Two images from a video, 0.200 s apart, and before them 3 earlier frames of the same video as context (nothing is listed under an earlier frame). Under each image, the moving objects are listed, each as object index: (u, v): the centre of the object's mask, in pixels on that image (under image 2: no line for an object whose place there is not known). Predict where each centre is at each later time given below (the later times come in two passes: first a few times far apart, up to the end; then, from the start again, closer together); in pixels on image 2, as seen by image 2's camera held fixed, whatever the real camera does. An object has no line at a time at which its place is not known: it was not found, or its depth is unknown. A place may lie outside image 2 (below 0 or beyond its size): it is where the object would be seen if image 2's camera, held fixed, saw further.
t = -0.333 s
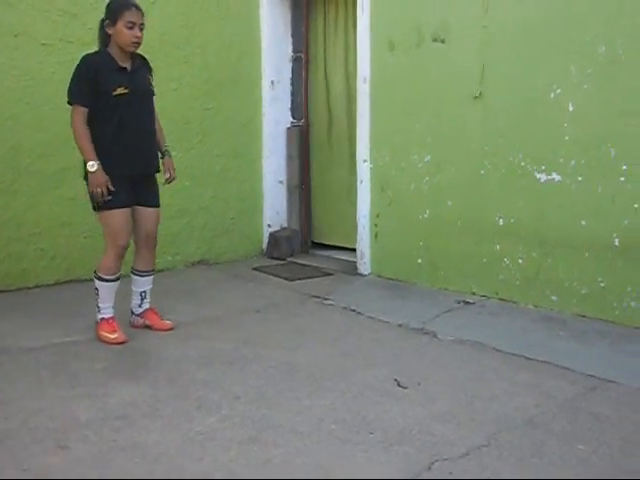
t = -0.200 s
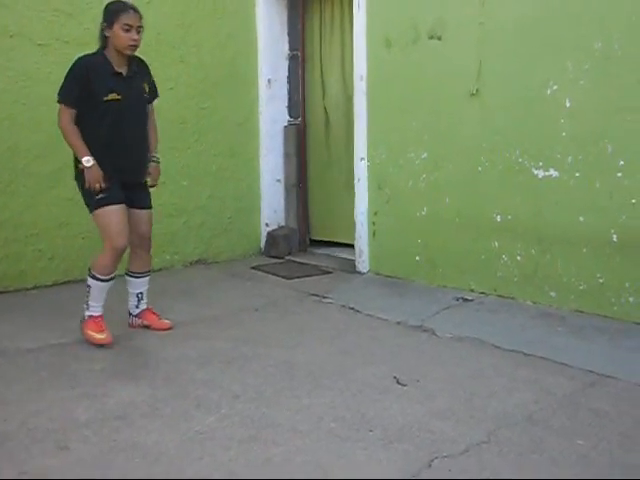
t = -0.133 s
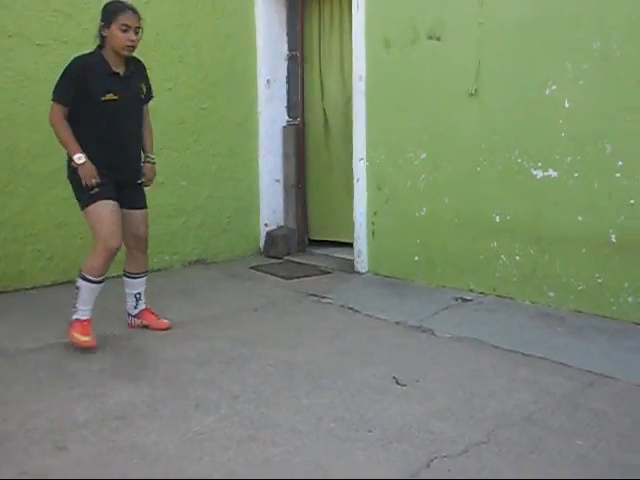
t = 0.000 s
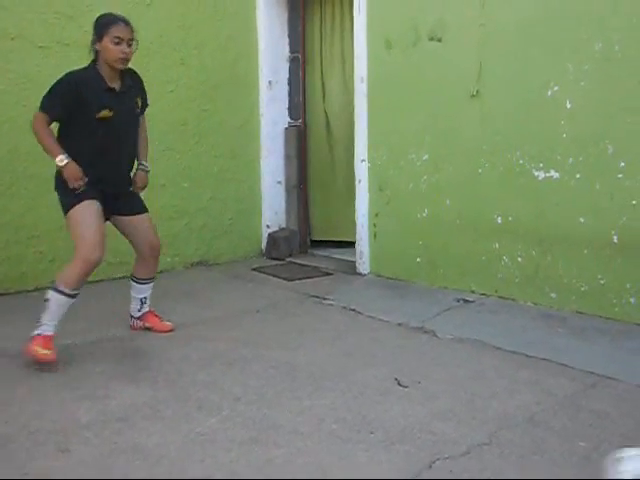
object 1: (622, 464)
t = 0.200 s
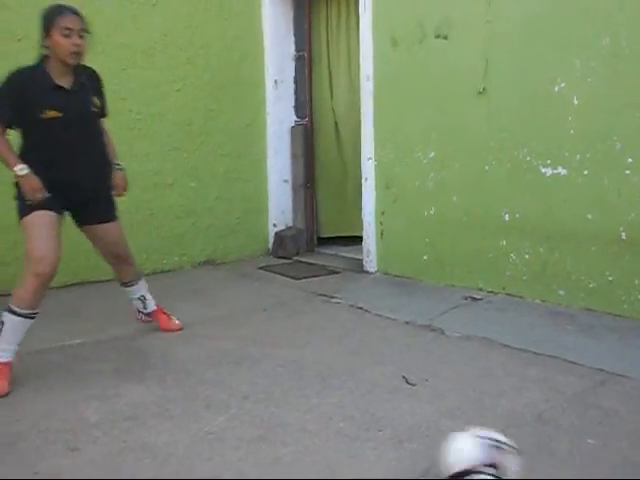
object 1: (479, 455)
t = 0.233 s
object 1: (451, 454)
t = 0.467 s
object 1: (281, 448)
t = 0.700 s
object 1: (130, 431)
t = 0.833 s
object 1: (53, 421)
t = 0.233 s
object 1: (451, 454)
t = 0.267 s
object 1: (424, 453)
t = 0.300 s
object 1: (402, 453)
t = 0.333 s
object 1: (375, 452)
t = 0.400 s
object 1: (327, 450)
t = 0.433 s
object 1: (301, 447)
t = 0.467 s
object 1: (281, 448)
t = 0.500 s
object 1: (257, 444)
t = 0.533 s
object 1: (234, 441)
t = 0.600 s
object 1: (192, 437)
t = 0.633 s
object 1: (171, 435)
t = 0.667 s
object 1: (150, 432)
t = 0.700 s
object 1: (130, 431)
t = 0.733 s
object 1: (110, 427)
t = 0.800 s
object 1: (72, 425)
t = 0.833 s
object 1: (53, 421)
